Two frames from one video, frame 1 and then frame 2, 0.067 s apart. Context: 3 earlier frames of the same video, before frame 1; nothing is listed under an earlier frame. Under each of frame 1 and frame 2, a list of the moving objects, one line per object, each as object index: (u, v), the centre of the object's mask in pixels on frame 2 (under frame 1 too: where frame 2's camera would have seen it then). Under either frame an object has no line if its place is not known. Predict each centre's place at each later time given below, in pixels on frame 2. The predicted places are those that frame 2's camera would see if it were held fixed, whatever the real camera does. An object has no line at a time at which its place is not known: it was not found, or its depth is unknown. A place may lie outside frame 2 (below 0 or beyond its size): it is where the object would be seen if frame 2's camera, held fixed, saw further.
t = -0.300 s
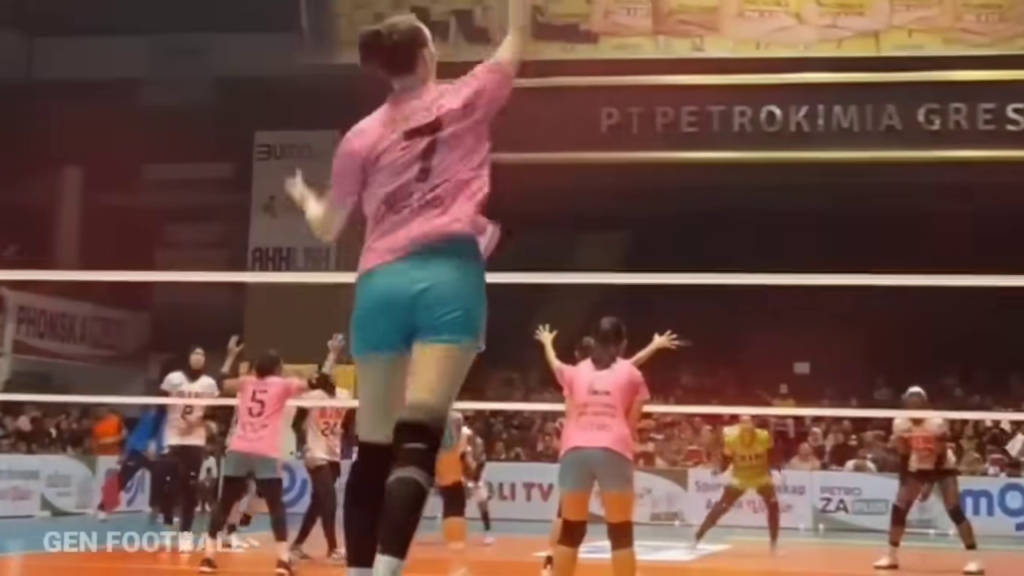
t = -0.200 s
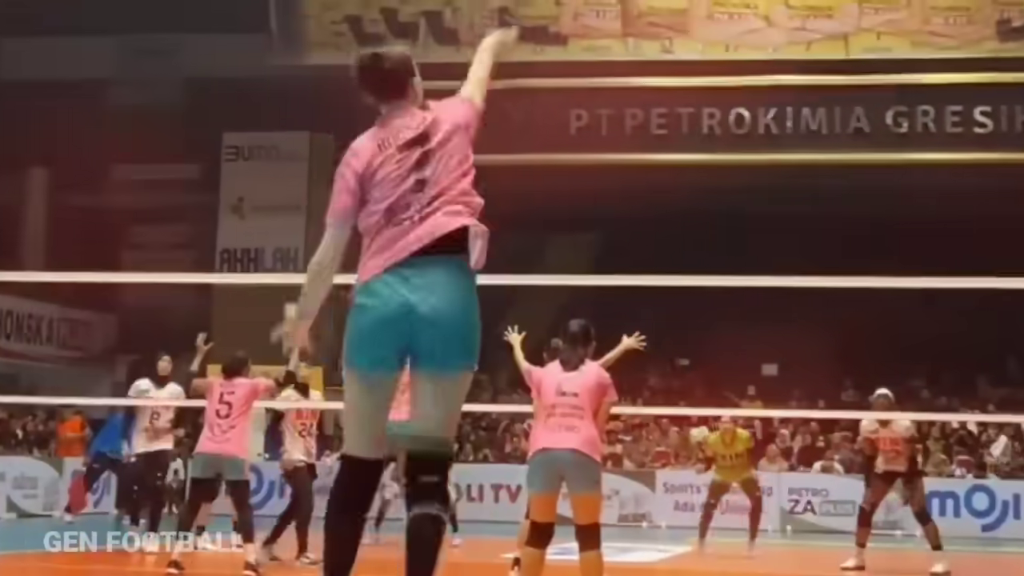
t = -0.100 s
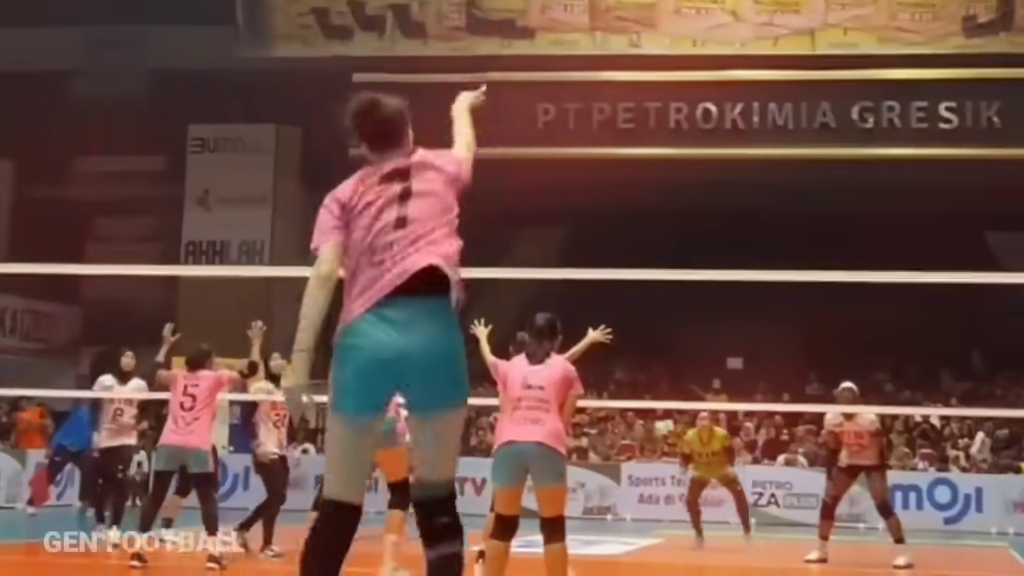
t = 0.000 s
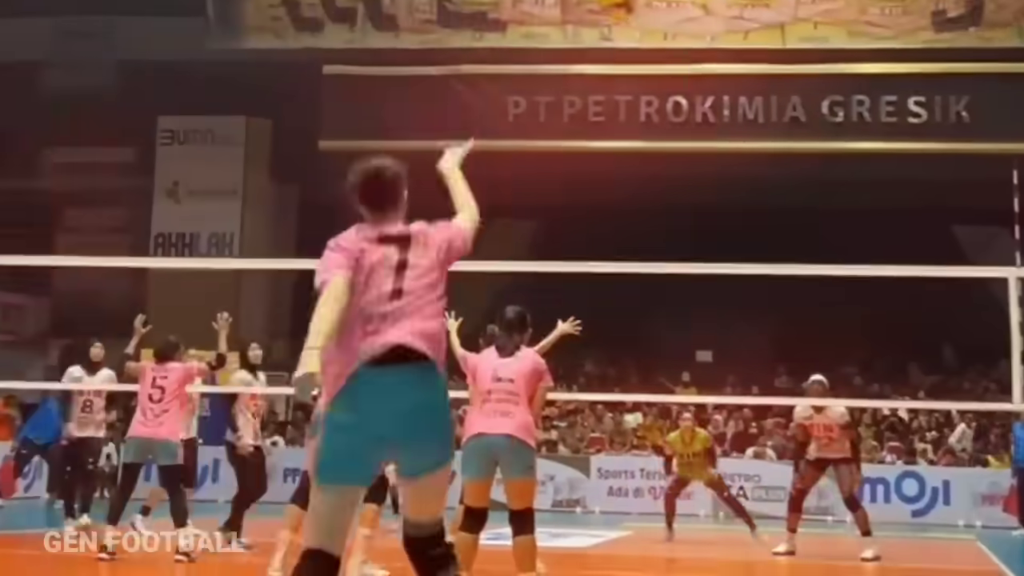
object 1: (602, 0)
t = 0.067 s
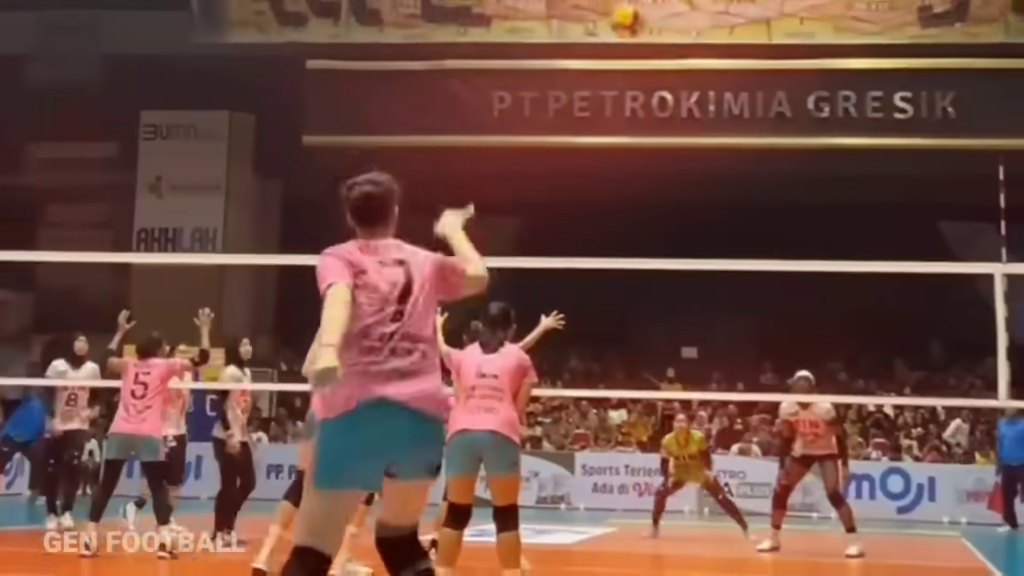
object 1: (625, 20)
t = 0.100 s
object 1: (638, 37)
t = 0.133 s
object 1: (649, 52)
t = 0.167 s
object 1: (659, 66)
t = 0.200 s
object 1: (671, 82)
